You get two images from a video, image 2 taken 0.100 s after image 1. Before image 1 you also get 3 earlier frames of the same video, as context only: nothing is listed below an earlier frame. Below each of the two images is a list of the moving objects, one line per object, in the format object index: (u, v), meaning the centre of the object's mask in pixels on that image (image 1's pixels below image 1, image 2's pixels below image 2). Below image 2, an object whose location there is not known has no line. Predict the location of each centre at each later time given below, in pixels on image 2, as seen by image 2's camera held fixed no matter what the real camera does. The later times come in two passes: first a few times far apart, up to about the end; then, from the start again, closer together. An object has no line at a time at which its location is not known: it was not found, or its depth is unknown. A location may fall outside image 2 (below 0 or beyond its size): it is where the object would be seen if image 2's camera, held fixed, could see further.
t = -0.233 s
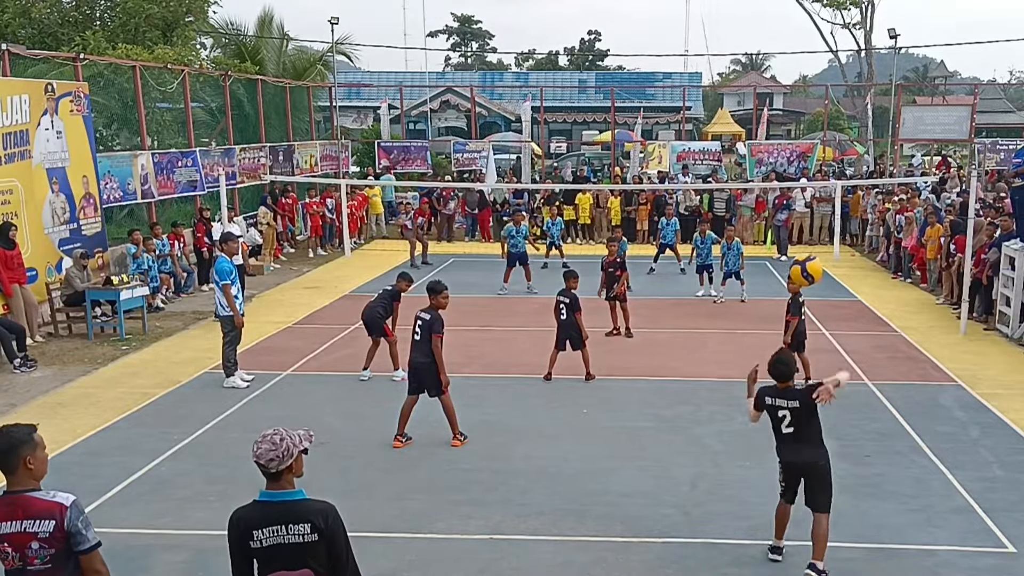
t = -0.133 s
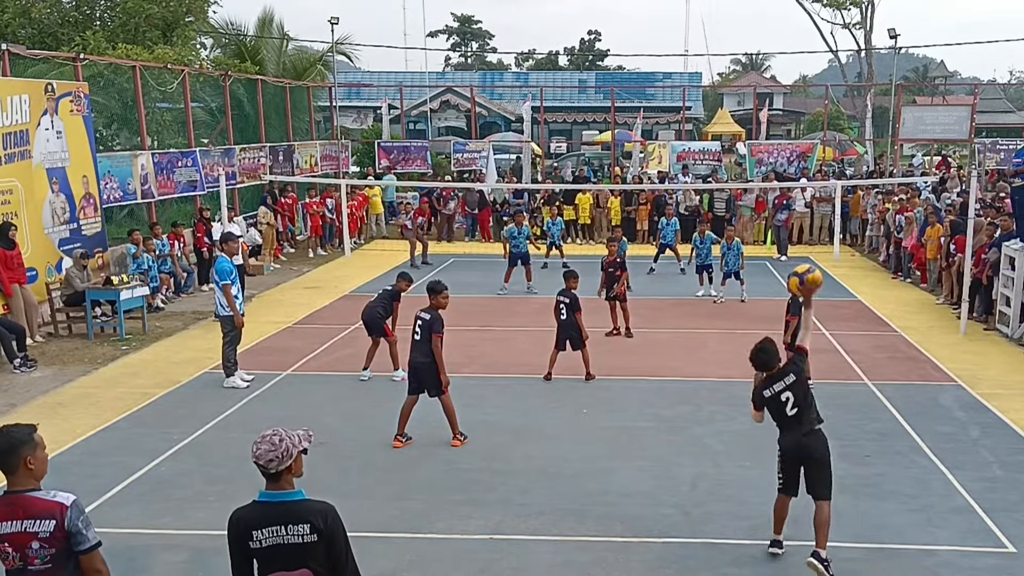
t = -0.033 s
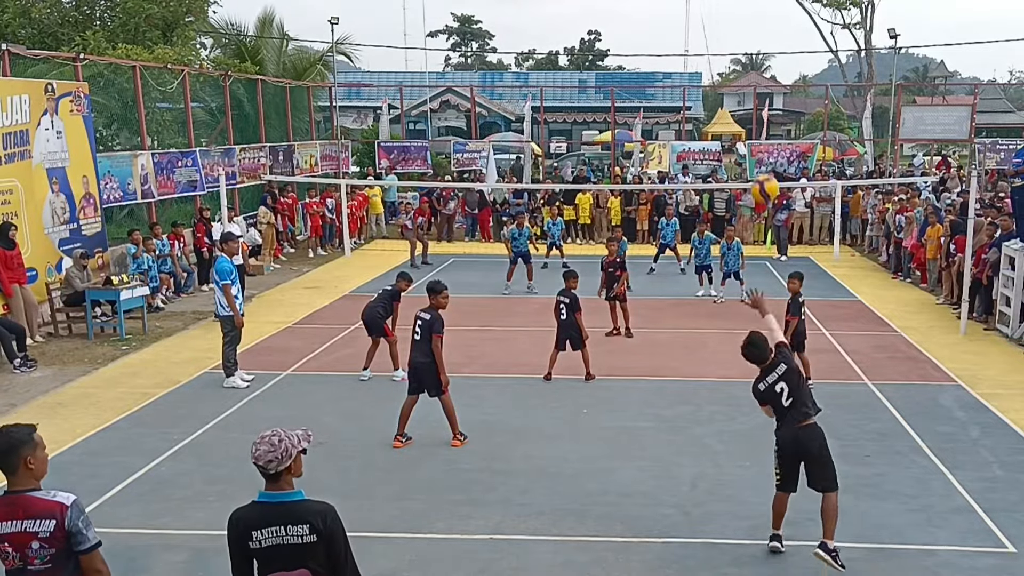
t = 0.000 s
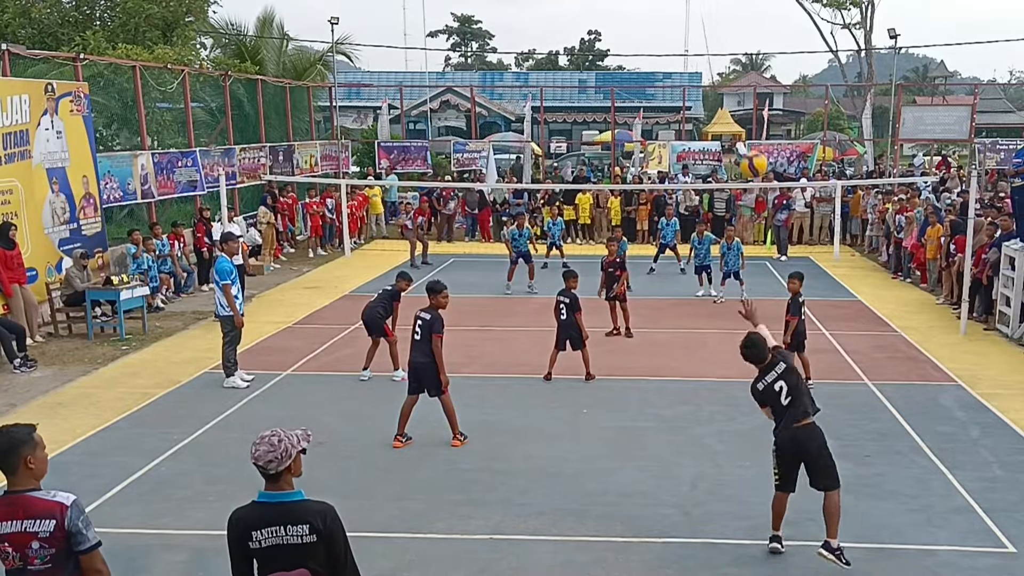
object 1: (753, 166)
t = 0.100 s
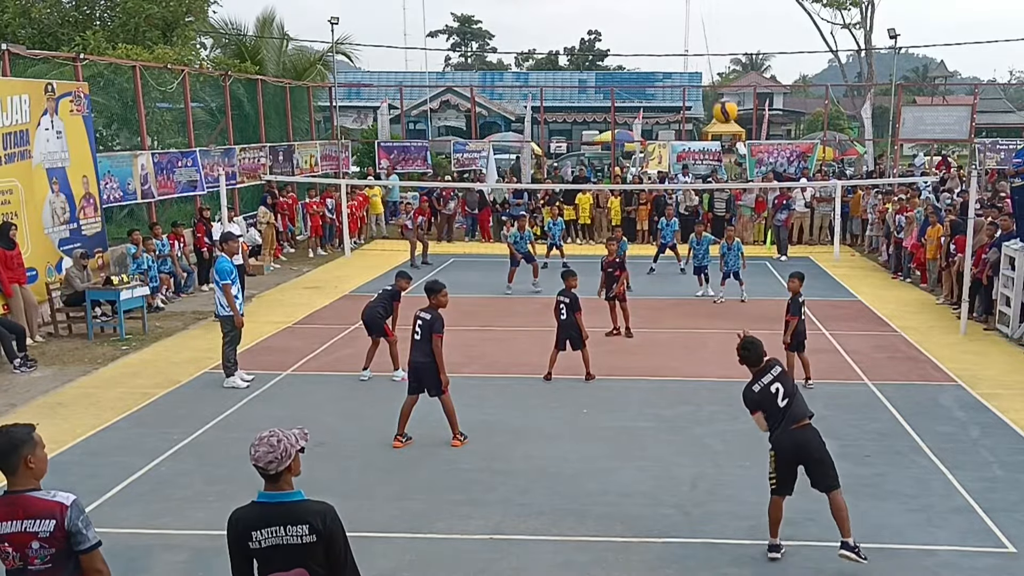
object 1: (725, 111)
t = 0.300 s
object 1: (685, 57)
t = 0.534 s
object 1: (659, 54)
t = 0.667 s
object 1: (647, 70)
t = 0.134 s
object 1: (717, 98)
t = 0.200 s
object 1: (704, 77)
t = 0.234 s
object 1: (697, 68)
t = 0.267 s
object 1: (691, 62)
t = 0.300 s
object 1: (685, 57)
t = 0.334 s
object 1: (681, 53)
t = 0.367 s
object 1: (677, 51)
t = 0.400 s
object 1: (672, 49)
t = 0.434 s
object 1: (669, 49)
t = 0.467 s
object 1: (665, 50)
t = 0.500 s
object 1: (662, 52)
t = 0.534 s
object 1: (659, 54)
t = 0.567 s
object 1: (656, 57)
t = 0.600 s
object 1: (653, 61)
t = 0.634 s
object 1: (650, 65)
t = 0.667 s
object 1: (647, 70)
